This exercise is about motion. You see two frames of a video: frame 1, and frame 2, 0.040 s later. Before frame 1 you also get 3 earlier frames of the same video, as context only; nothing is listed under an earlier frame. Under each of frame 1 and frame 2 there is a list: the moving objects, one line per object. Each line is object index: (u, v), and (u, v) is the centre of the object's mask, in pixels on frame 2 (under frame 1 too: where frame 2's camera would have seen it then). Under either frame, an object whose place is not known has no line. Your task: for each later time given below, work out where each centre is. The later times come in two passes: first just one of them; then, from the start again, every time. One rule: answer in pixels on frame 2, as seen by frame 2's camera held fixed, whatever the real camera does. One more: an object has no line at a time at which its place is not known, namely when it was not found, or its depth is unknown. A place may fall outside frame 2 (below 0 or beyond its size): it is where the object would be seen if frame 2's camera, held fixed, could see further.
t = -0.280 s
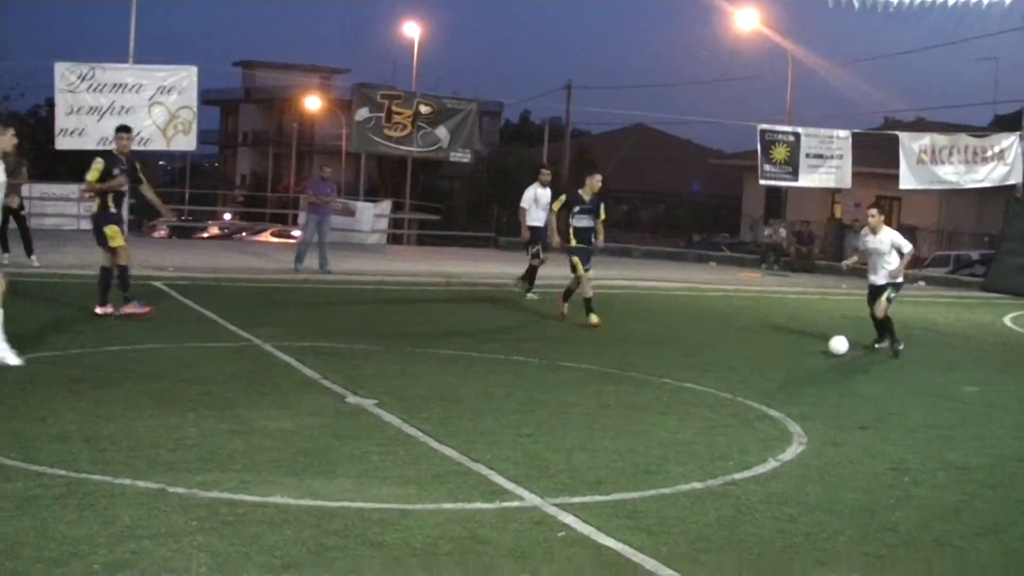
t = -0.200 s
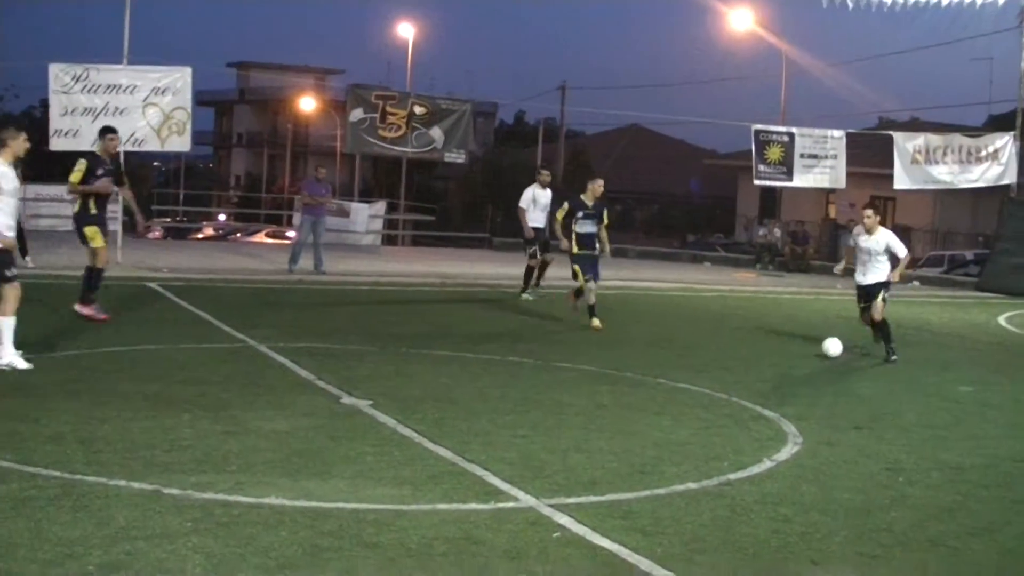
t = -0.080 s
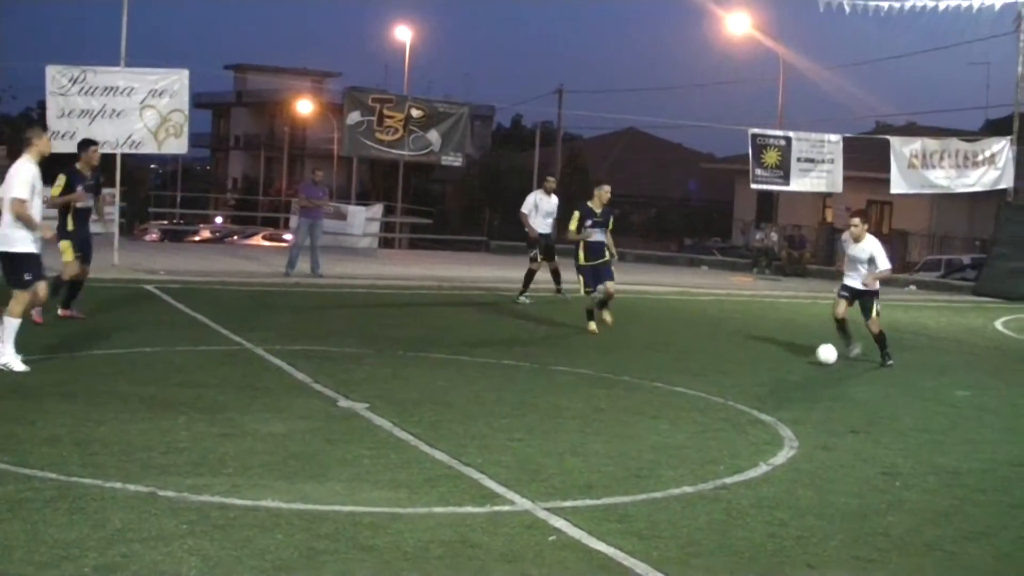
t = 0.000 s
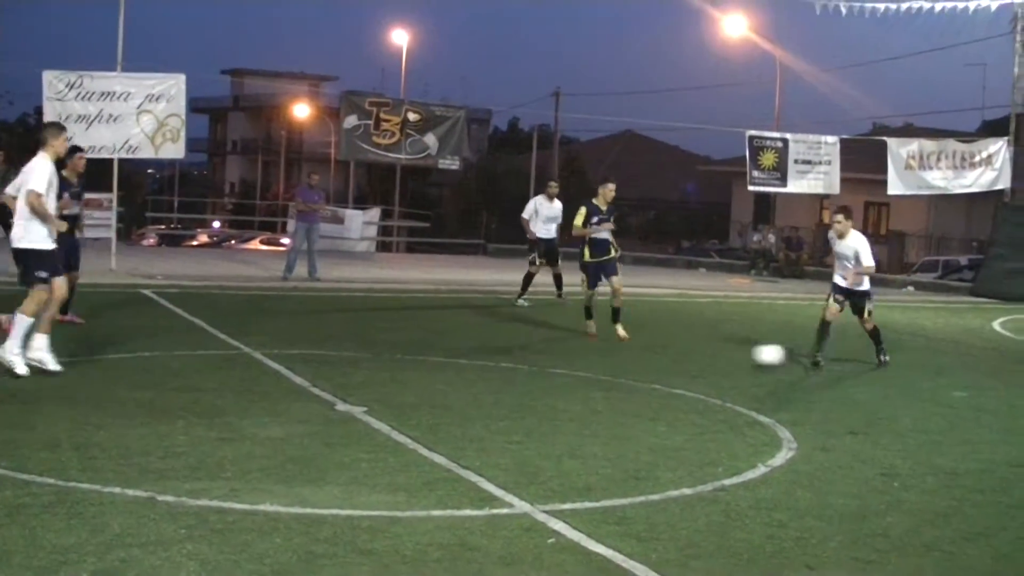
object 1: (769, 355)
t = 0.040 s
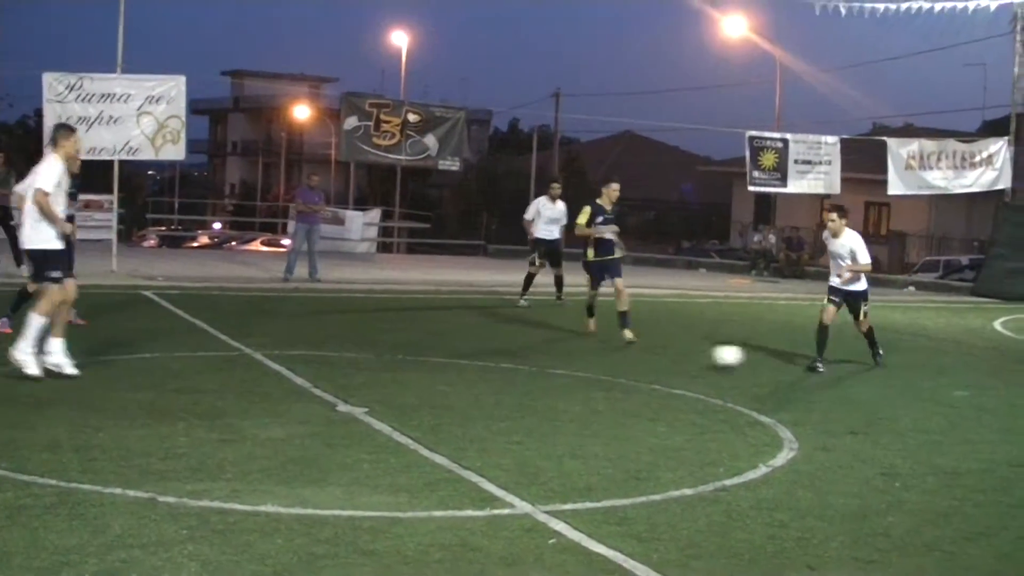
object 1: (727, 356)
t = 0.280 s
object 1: (454, 365)
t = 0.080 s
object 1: (684, 358)
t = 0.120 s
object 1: (637, 361)
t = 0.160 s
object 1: (592, 362)
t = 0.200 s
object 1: (546, 364)
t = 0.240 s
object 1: (500, 365)
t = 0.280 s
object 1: (454, 365)
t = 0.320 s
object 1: (407, 366)
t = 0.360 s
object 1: (359, 367)
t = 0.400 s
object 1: (312, 368)
